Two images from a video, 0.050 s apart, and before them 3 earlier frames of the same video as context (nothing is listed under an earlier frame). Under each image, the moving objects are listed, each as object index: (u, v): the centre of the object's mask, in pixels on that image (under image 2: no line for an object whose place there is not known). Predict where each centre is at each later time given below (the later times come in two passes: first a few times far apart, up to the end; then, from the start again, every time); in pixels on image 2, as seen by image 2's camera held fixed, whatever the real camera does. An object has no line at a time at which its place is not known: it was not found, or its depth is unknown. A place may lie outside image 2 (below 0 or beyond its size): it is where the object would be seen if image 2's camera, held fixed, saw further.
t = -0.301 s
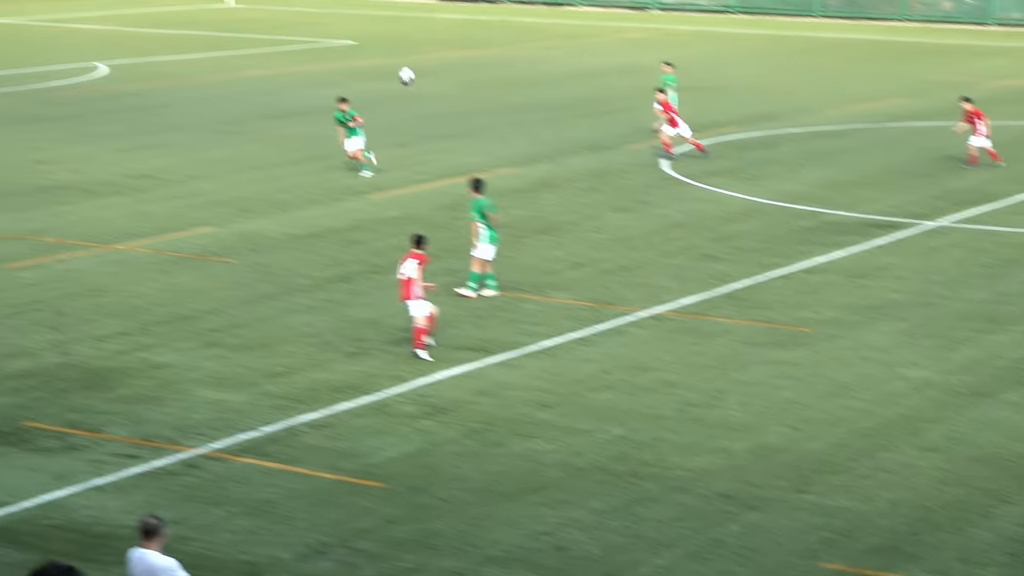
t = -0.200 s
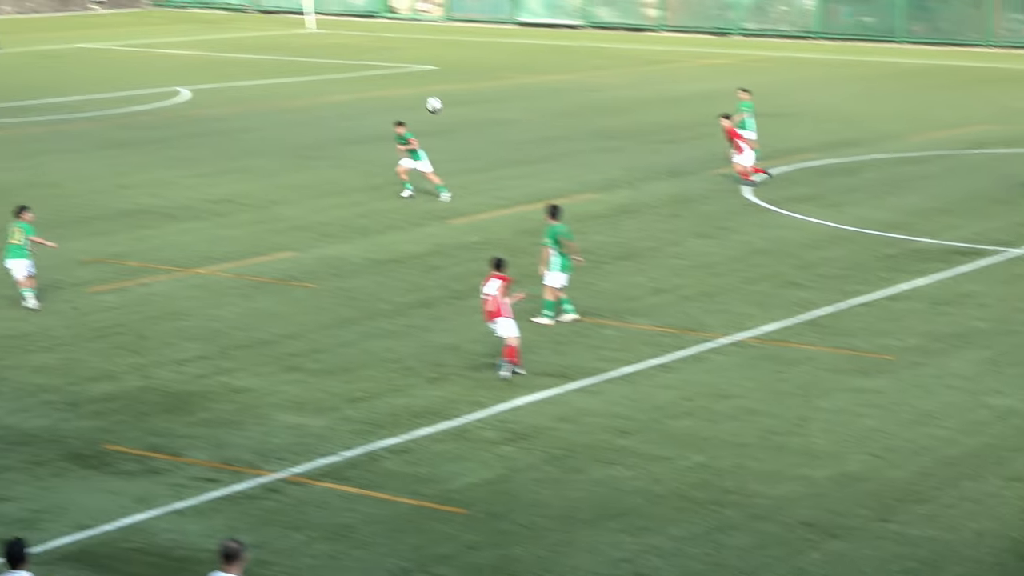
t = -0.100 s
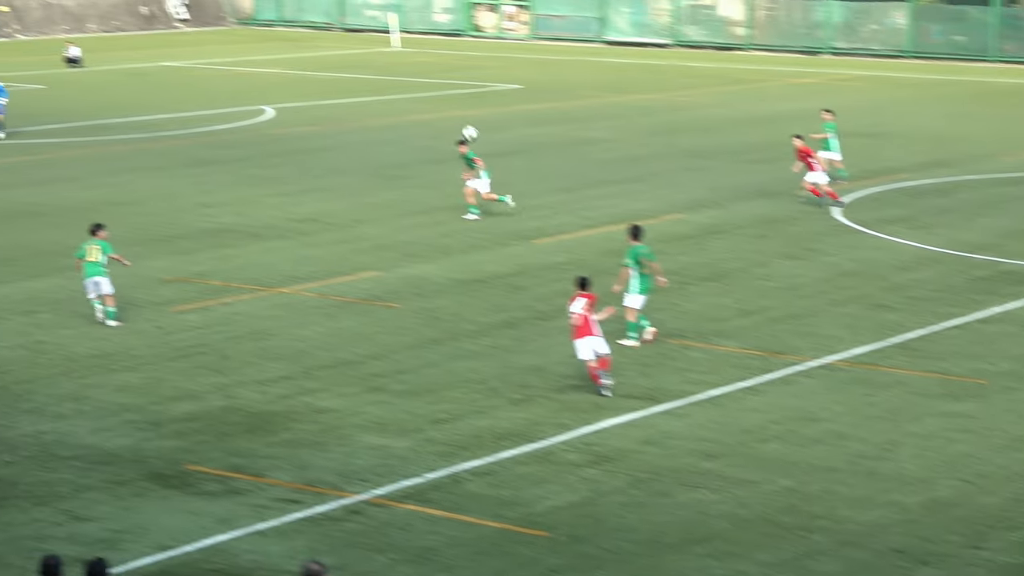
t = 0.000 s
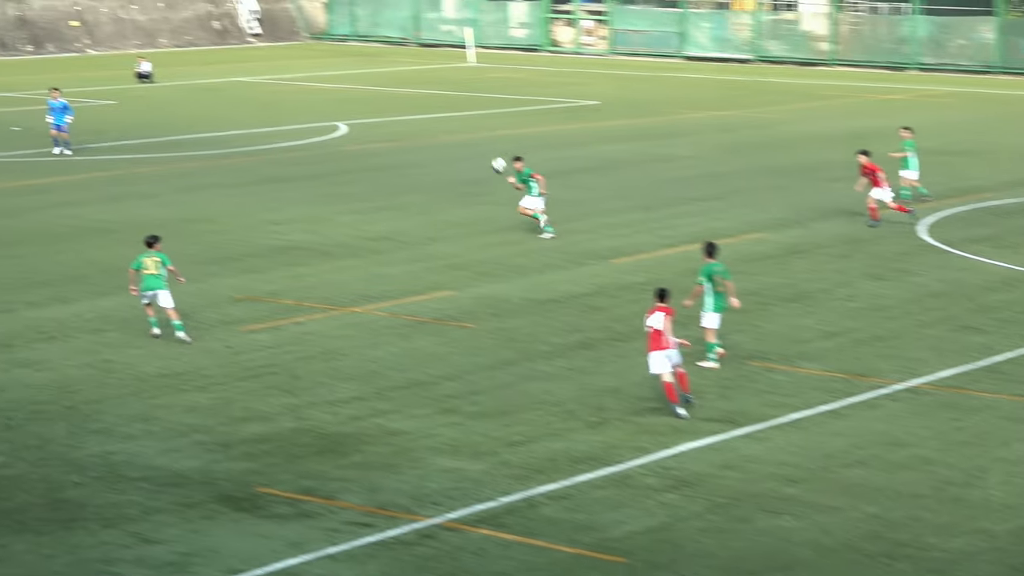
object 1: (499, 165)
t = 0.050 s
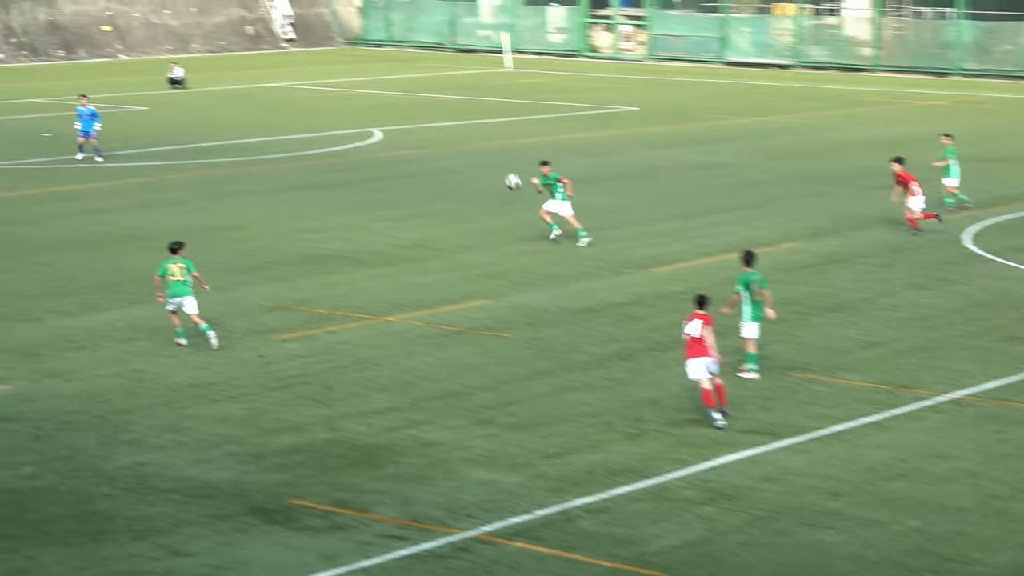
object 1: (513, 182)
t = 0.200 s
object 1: (447, 215)
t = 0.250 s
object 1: (426, 228)
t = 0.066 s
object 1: (505, 185)
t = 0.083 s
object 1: (497, 188)
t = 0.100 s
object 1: (490, 192)
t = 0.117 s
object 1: (482, 195)
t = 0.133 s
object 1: (475, 199)
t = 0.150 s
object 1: (468, 203)
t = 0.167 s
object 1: (461, 207)
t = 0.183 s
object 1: (454, 211)
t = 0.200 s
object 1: (447, 215)
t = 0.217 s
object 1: (439, 220)
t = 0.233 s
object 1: (433, 224)
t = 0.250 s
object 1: (426, 228)
